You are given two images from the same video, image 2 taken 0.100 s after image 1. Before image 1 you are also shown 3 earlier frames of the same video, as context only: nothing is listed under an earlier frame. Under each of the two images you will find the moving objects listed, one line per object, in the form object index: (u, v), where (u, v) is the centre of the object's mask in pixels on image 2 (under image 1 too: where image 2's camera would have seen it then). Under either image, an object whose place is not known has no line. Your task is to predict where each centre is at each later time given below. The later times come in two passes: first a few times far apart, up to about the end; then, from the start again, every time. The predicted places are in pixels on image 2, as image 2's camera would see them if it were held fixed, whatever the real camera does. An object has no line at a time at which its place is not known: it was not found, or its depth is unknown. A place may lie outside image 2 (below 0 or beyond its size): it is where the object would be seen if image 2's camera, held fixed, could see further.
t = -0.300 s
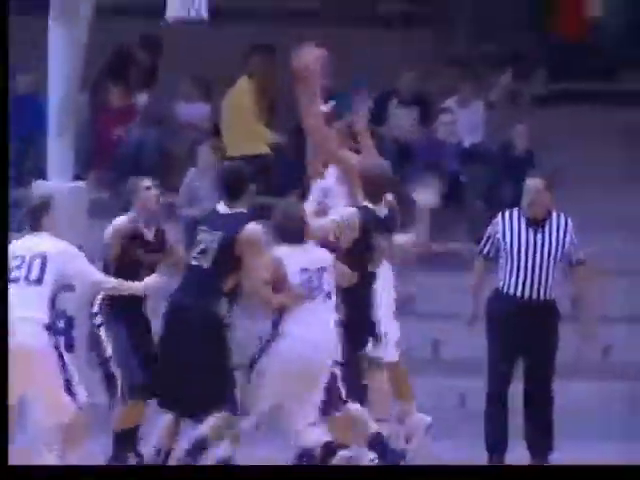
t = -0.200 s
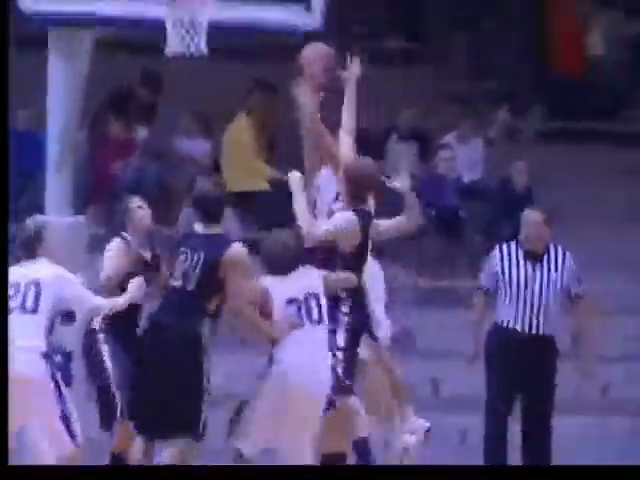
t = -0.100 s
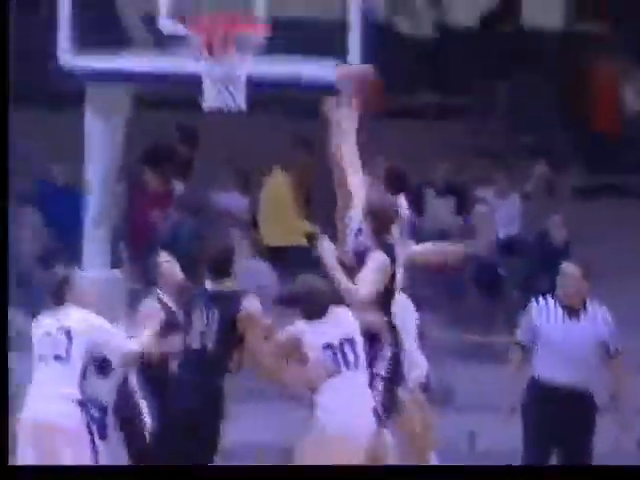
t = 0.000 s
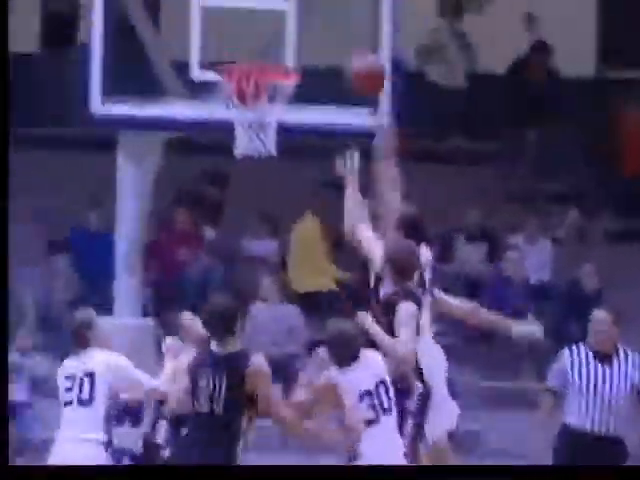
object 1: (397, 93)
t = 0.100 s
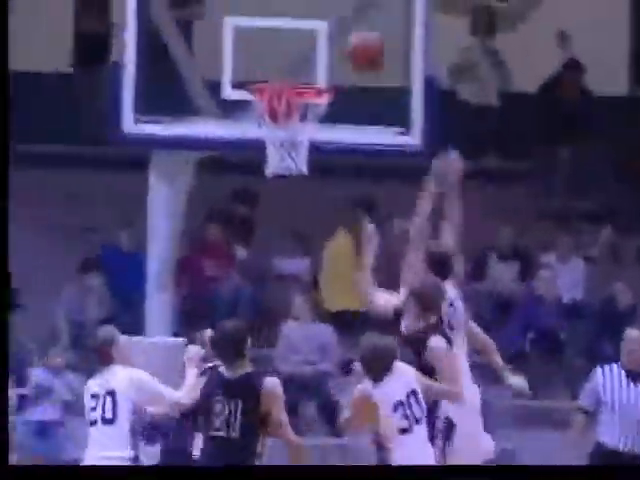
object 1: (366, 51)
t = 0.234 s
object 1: (324, 22)
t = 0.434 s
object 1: (295, 38)
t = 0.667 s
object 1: (298, 121)
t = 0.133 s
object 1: (354, 40)
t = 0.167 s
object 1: (344, 33)
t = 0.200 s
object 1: (333, 25)
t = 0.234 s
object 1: (324, 22)
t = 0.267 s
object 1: (312, 21)
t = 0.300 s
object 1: (305, 22)
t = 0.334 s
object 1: (303, 22)
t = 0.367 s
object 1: (299, 25)
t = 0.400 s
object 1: (297, 28)
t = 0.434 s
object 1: (295, 38)
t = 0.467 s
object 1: (291, 48)
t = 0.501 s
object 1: (287, 56)
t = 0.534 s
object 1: (286, 66)
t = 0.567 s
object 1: (283, 73)
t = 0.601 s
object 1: (291, 86)
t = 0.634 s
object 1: (290, 108)
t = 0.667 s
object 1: (298, 121)
